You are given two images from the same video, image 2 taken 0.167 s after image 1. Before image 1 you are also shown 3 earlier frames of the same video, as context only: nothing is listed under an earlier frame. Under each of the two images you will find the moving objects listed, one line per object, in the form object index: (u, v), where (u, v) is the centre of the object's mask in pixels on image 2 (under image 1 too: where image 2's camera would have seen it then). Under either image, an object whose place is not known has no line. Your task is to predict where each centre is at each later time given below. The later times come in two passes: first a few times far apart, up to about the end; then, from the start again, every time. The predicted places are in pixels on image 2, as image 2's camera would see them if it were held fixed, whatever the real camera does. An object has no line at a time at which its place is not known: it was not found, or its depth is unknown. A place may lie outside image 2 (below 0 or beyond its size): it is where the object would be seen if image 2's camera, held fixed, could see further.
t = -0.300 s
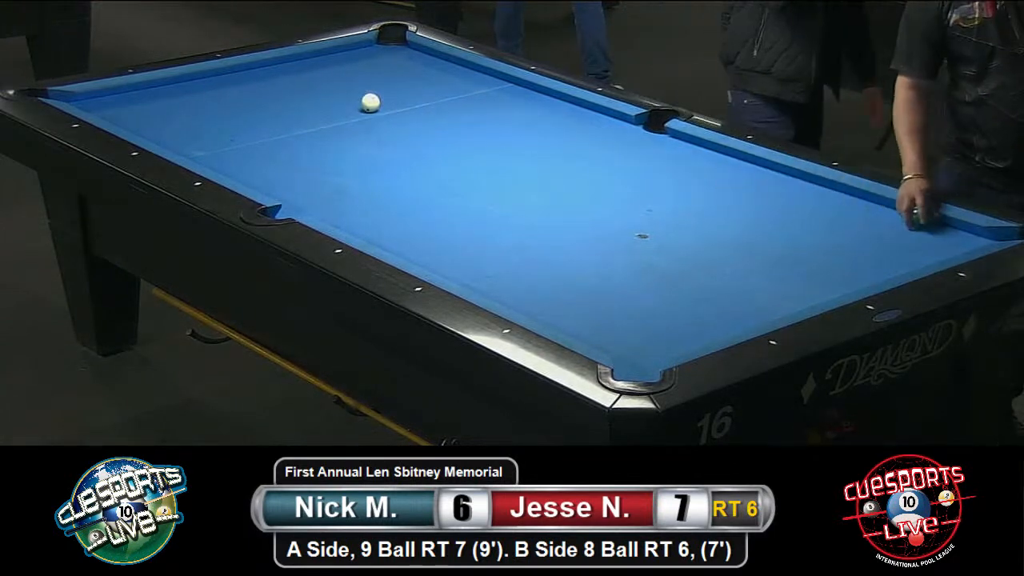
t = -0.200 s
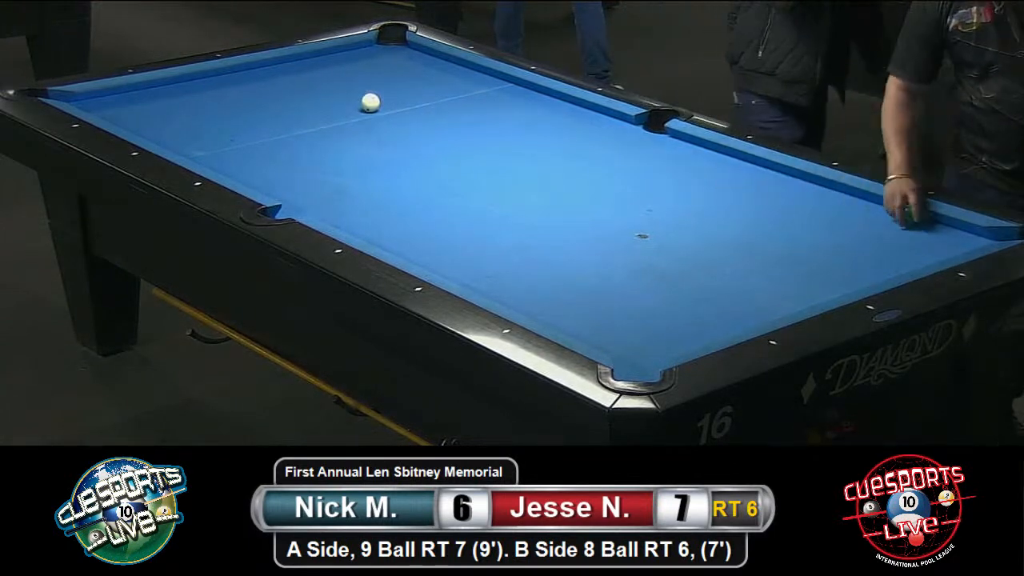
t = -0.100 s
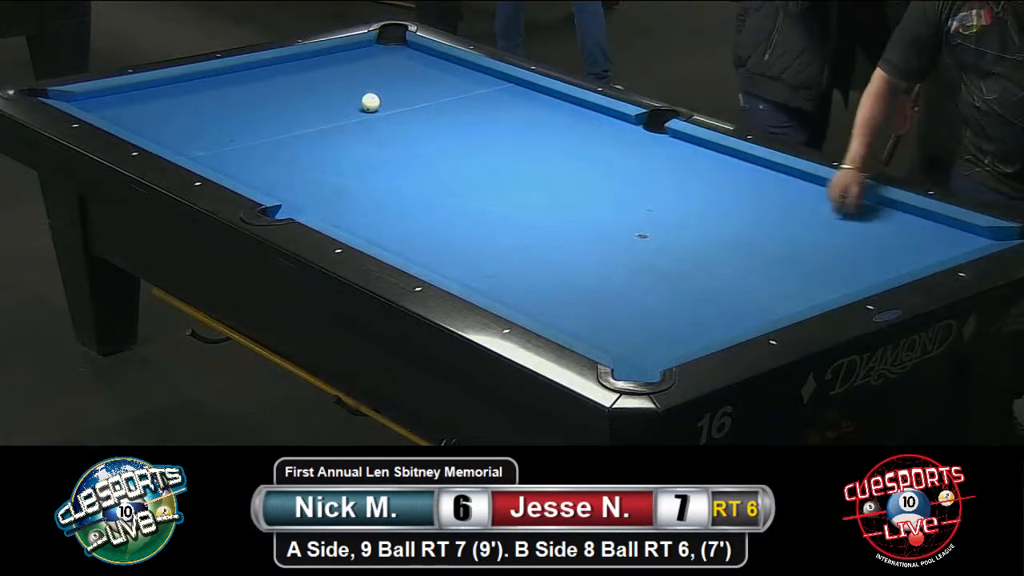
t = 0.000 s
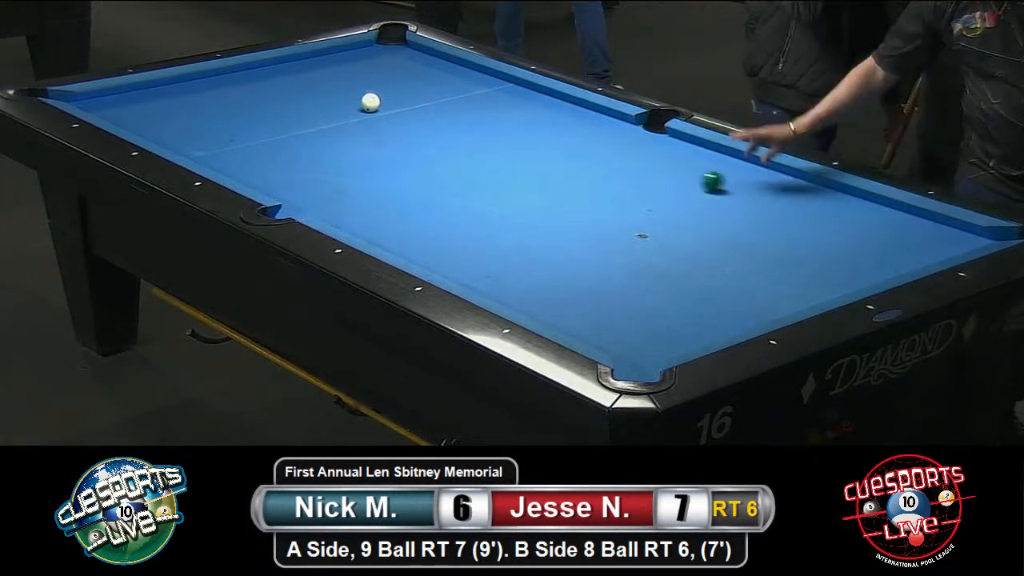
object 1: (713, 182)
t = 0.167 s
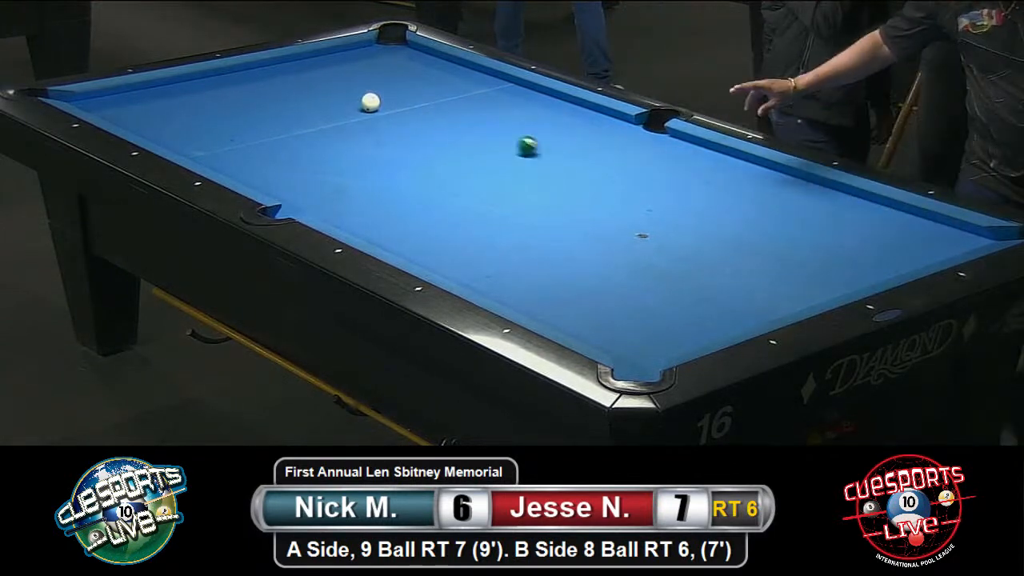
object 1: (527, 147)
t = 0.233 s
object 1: (464, 135)
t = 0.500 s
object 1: (254, 93)
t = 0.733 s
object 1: (215, 103)
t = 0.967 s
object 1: (257, 142)
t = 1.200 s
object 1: (296, 184)
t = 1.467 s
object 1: (353, 229)
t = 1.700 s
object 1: (445, 262)
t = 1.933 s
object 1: (542, 292)
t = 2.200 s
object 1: (661, 328)
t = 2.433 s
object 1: (692, 319)
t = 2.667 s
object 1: (673, 286)
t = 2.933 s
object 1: (654, 253)
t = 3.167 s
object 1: (639, 226)
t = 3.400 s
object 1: (626, 202)
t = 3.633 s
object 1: (614, 180)
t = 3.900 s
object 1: (601, 156)
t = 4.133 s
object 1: (591, 138)
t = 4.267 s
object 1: (586, 128)
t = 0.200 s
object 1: (495, 141)
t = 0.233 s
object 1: (464, 135)
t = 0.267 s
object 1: (435, 128)
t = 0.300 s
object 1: (407, 123)
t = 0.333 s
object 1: (380, 118)
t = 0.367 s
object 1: (353, 113)
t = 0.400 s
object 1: (327, 107)
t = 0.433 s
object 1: (303, 102)
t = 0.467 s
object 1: (278, 97)
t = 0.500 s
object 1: (254, 93)
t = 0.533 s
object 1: (229, 87)
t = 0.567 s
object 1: (205, 83)
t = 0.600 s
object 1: (183, 78)
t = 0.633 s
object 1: (191, 85)
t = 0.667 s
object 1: (200, 91)
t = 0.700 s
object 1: (208, 96)
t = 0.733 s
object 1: (215, 103)
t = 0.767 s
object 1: (222, 109)
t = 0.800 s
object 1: (229, 115)
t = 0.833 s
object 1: (235, 120)
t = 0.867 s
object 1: (241, 126)
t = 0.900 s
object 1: (246, 131)
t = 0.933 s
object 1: (251, 137)
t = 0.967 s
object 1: (257, 142)
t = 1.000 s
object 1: (262, 148)
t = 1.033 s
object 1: (268, 154)
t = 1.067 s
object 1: (273, 160)
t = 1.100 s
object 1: (279, 165)
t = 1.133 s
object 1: (284, 171)
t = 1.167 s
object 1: (290, 177)
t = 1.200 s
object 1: (296, 184)
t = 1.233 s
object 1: (302, 190)
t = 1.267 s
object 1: (308, 196)
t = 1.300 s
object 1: (314, 202)
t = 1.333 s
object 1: (321, 208)
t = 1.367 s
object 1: (328, 214)
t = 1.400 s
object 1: (334, 219)
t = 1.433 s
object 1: (341, 224)
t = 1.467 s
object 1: (353, 229)
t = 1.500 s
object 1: (366, 234)
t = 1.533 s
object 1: (379, 239)
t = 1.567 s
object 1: (392, 244)
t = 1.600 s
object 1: (405, 248)
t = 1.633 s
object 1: (418, 253)
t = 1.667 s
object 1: (432, 258)
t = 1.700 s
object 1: (445, 262)
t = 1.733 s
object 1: (458, 266)
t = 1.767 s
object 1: (472, 270)
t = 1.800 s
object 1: (486, 275)
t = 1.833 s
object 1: (500, 279)
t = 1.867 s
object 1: (514, 283)
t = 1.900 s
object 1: (528, 287)
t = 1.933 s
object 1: (542, 292)
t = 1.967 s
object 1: (556, 296)
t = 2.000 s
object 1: (571, 301)
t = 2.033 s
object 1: (586, 305)
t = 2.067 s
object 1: (600, 310)
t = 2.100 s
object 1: (615, 314)
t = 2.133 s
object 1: (630, 319)
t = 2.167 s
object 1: (645, 323)
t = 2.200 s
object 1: (661, 328)
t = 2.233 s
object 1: (676, 333)
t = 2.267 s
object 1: (690, 336)
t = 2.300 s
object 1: (705, 336)
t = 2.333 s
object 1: (702, 334)
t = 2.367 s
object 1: (698, 330)
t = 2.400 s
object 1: (695, 324)
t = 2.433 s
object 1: (692, 319)
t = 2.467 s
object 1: (689, 314)
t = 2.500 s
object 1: (686, 309)
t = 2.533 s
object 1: (683, 305)
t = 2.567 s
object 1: (681, 300)
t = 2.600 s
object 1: (678, 295)
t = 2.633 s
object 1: (676, 291)
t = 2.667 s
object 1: (673, 286)
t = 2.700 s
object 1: (670, 282)
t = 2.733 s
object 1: (668, 278)
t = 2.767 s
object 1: (666, 273)
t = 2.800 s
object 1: (663, 269)
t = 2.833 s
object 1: (661, 265)
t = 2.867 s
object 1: (659, 261)
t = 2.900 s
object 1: (656, 257)
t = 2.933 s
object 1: (654, 253)
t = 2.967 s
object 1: (652, 248)
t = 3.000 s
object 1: (649, 245)
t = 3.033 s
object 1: (648, 241)
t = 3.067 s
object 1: (645, 237)
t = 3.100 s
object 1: (643, 233)
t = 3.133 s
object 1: (641, 230)
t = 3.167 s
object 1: (639, 226)
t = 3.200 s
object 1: (637, 223)
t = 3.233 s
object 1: (635, 219)
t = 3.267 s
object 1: (633, 215)
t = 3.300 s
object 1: (631, 212)
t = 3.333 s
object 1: (630, 209)
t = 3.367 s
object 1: (628, 205)
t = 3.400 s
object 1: (626, 202)
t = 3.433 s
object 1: (624, 199)
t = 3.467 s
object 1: (622, 195)
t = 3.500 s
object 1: (620, 192)
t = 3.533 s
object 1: (619, 189)
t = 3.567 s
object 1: (617, 186)
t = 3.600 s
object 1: (615, 183)
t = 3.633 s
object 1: (614, 180)
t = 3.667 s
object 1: (612, 176)
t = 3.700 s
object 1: (610, 174)
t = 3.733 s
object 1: (609, 171)
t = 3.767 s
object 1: (607, 168)
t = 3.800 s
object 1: (606, 165)
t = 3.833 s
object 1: (604, 162)
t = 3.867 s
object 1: (603, 159)
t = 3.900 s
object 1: (601, 156)
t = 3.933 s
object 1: (600, 154)
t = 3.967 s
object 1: (598, 151)
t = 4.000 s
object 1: (596, 148)
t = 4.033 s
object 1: (595, 145)
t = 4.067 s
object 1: (593, 143)
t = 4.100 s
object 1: (592, 140)
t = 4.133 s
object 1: (591, 138)
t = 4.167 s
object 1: (589, 136)
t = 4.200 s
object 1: (589, 133)
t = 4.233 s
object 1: (587, 131)
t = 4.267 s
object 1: (586, 128)
